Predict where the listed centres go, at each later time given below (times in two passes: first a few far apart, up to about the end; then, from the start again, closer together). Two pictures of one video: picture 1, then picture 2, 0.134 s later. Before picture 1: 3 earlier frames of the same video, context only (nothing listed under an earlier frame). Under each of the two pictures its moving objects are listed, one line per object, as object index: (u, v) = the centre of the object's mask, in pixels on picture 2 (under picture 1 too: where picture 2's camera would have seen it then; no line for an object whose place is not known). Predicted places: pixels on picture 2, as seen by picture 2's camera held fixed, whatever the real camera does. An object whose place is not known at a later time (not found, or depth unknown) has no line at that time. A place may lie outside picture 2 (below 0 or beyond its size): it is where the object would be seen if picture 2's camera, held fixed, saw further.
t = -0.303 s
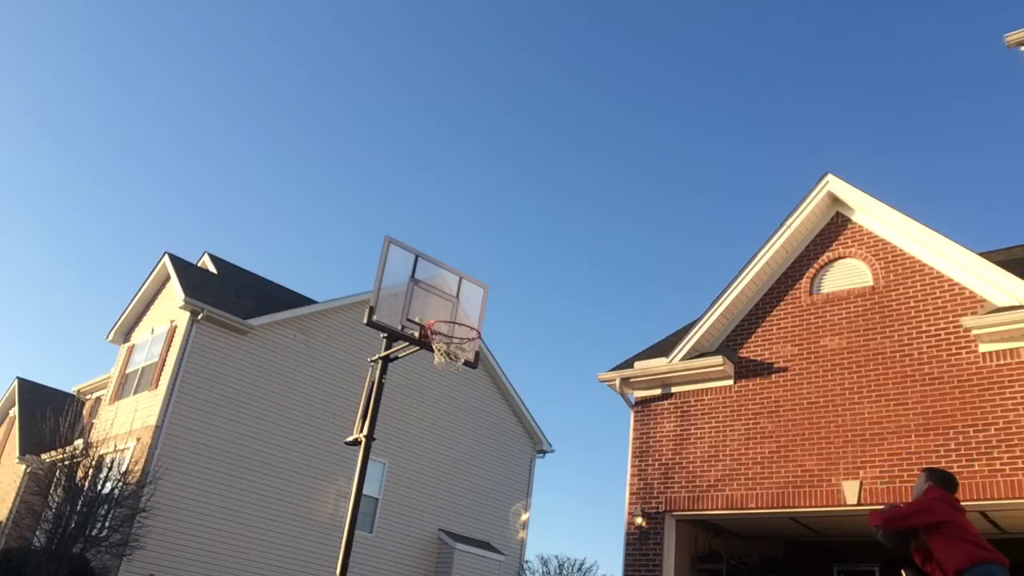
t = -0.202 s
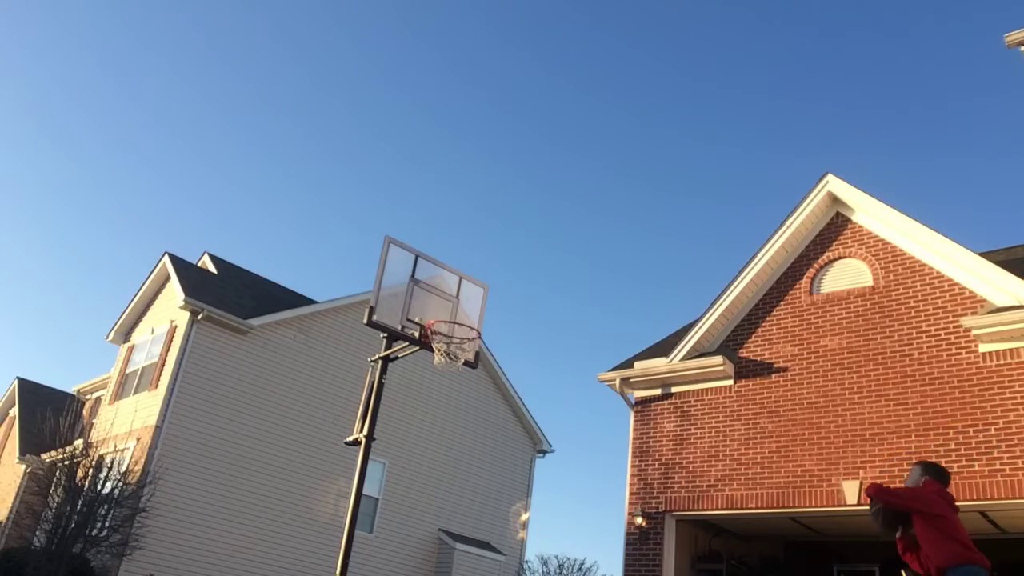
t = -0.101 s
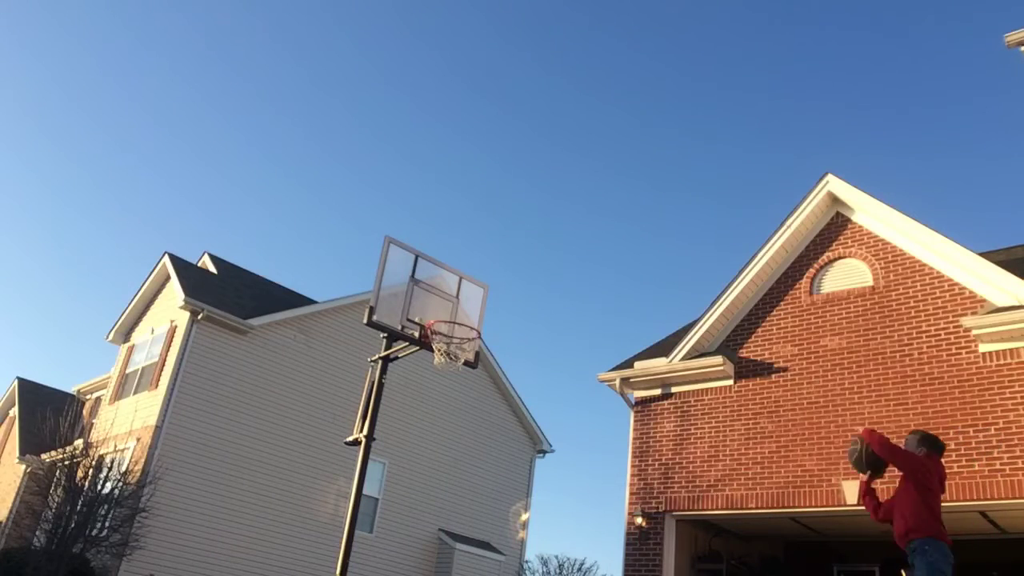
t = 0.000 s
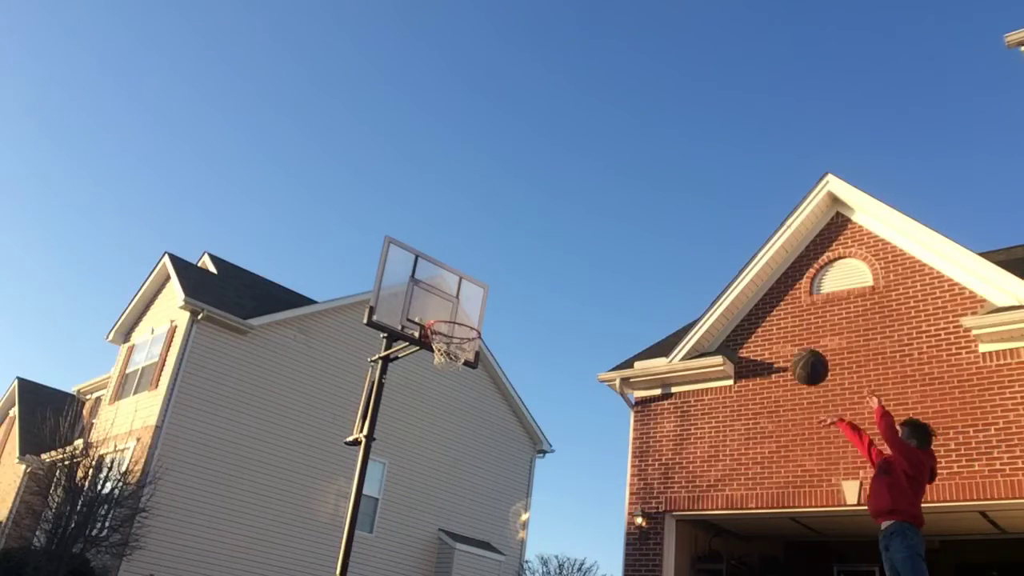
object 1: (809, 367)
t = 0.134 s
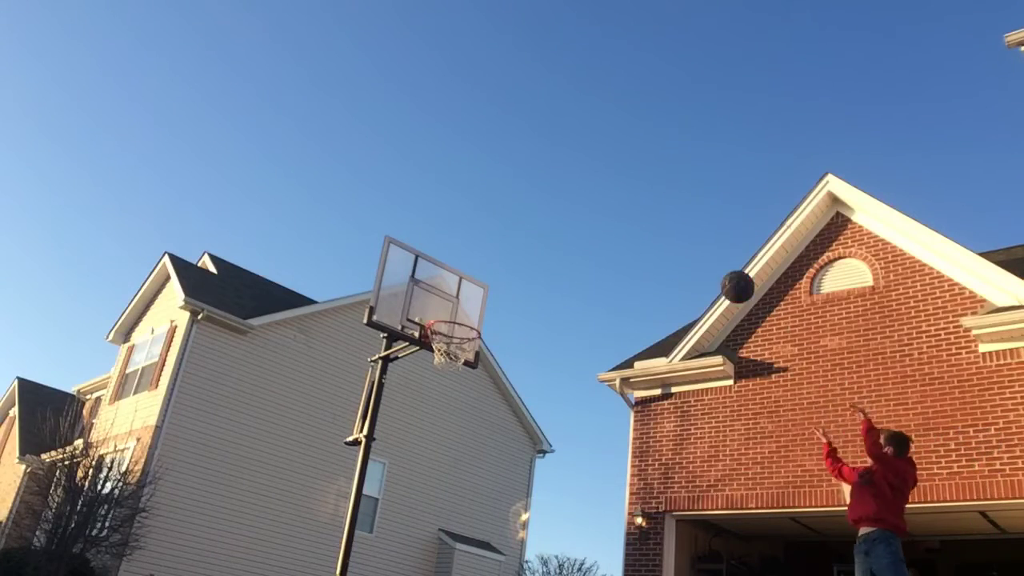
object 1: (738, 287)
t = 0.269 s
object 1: (679, 242)
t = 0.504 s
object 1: (595, 224)
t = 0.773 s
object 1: (510, 270)
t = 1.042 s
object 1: (434, 362)
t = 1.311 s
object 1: (411, 432)
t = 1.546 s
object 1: (376, 559)
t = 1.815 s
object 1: (383, 538)
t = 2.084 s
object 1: (415, 444)
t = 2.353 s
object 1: (432, 437)
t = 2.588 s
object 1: (436, 522)
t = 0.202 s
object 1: (707, 261)
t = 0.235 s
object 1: (693, 251)
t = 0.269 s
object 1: (679, 242)
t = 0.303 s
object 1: (666, 236)
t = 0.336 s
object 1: (653, 230)
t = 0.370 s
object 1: (641, 226)
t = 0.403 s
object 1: (629, 224)
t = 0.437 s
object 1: (618, 223)
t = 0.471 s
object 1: (606, 223)
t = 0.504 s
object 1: (595, 224)
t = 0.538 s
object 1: (584, 226)
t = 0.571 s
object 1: (574, 229)
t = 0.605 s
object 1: (563, 234)
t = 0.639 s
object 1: (552, 239)
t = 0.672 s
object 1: (542, 245)
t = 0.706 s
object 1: (531, 252)
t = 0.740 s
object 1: (521, 261)
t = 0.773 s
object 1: (510, 270)
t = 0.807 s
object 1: (500, 280)
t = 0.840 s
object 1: (490, 291)
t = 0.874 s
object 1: (479, 304)
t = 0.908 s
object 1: (469, 316)
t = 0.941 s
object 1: (458, 331)
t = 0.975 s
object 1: (448, 342)
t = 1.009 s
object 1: (439, 364)
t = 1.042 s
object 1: (434, 362)
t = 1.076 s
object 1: (433, 368)
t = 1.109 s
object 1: (430, 373)
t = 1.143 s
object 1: (428, 380)
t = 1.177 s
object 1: (424, 388)
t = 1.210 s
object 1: (421, 397)
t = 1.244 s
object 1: (418, 408)
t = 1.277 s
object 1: (414, 419)
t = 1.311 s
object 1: (411, 432)
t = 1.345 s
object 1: (407, 446)
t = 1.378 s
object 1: (402, 461)
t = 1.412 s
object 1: (398, 478)
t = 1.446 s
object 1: (393, 496)
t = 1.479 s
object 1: (387, 515)
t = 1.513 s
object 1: (382, 536)
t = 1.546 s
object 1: (376, 559)
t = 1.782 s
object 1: (378, 556)
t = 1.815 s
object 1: (383, 538)
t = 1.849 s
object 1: (388, 521)
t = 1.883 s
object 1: (393, 506)
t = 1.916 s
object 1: (397, 492)
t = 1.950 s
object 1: (401, 480)
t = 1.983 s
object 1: (404, 469)
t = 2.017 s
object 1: (409, 460)
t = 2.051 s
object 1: (412, 452)
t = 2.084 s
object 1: (415, 444)
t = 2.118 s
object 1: (418, 439)
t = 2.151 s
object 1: (420, 435)
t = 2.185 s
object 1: (423, 432)
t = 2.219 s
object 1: (425, 431)
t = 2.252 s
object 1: (427, 430)
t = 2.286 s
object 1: (429, 431)
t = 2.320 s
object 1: (430, 433)
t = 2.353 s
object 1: (432, 437)
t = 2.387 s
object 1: (433, 442)
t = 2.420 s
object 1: (435, 457)
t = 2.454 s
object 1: (436, 467)
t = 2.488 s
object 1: (436, 478)
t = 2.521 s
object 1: (436, 491)
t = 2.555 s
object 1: (436, 505)
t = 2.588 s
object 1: (436, 522)
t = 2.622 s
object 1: (435, 540)
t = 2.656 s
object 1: (434, 560)
